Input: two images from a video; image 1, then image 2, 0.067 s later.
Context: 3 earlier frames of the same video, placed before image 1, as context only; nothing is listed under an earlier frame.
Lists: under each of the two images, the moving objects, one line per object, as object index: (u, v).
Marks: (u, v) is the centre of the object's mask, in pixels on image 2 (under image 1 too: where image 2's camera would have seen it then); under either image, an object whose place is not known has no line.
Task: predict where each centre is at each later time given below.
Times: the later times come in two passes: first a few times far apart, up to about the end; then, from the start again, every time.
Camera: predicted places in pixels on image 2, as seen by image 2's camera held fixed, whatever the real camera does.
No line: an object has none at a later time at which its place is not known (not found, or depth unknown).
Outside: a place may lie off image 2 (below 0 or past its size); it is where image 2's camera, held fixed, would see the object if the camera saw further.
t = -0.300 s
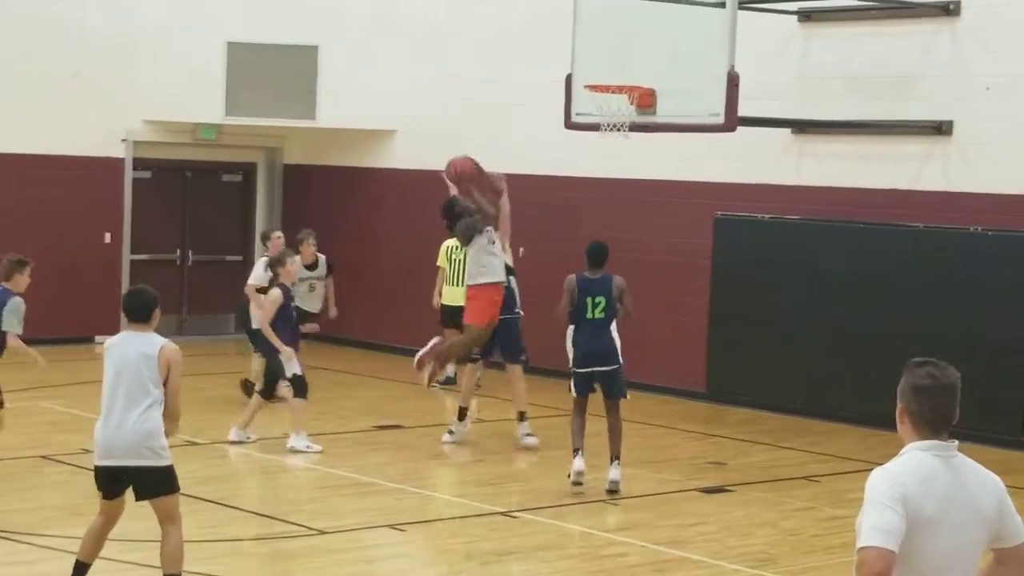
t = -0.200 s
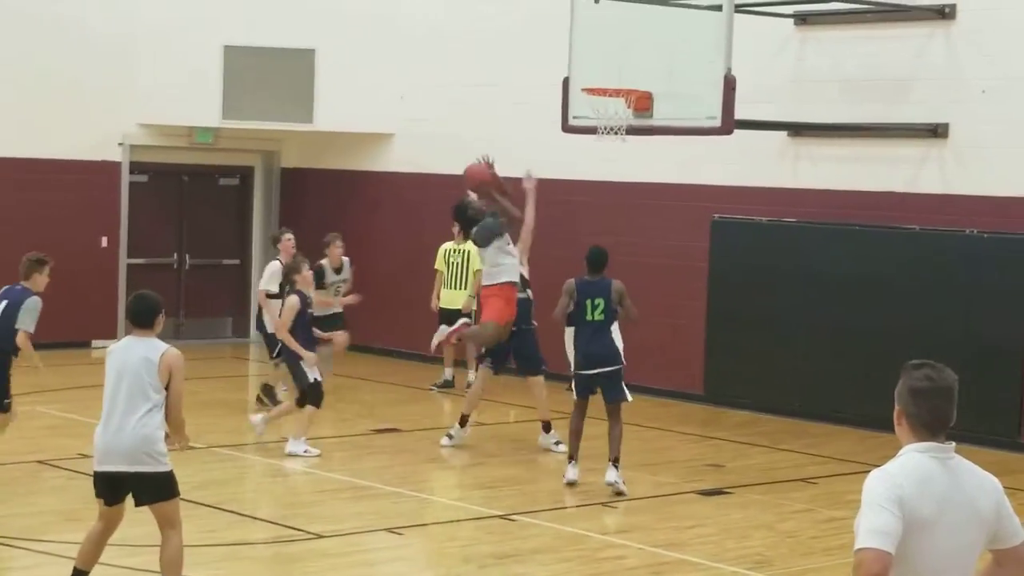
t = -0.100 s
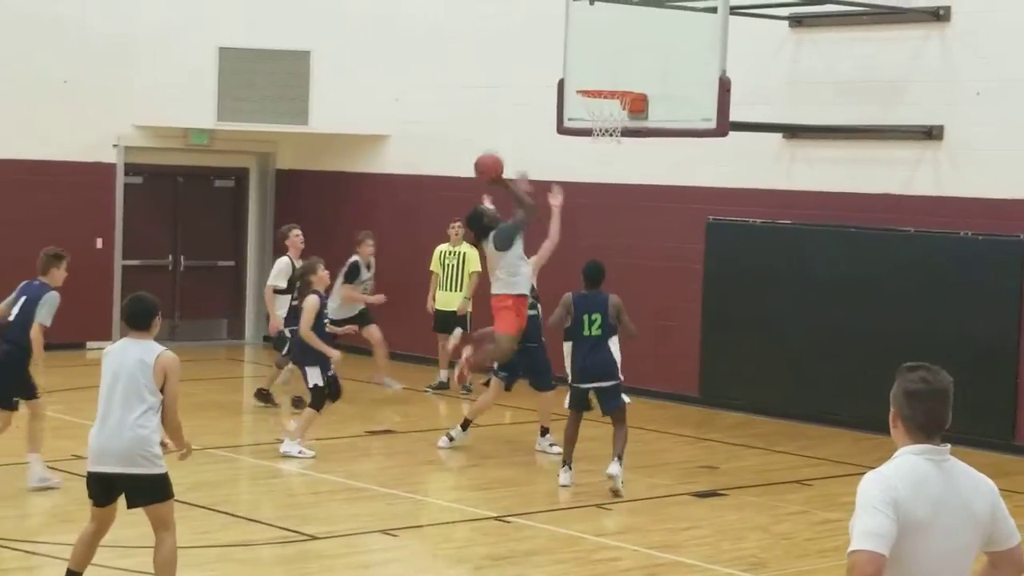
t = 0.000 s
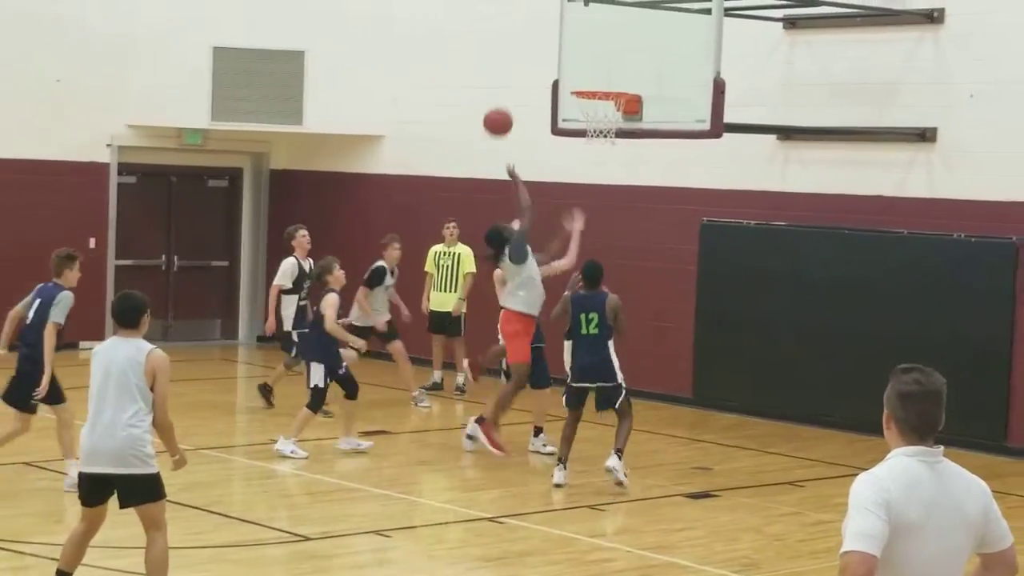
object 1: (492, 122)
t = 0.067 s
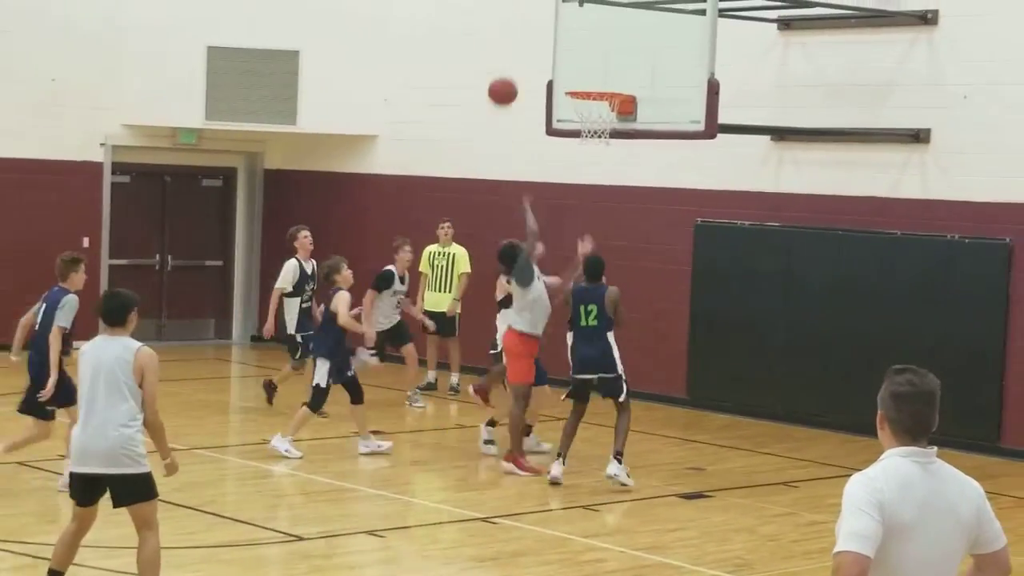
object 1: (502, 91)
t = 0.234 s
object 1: (527, 38)
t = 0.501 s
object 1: (561, 25)
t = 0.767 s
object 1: (588, 73)
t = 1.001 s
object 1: (607, 43)
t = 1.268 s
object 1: (626, 88)
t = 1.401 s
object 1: (634, 142)
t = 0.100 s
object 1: (508, 78)
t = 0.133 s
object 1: (512, 66)
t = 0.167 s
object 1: (517, 55)
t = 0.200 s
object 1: (522, 46)
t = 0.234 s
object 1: (527, 38)
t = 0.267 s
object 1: (531, 32)
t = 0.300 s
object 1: (536, 27)
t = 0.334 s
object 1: (540, 24)
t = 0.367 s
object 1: (544, 21)
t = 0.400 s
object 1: (549, 20)
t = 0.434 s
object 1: (553, 20)
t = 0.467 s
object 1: (557, 22)
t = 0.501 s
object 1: (561, 25)
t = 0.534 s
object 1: (564, 29)
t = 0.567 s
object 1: (568, 35)
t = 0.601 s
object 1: (572, 42)
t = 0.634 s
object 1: (575, 50)
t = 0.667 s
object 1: (579, 59)
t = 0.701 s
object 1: (582, 70)
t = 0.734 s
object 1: (585, 79)
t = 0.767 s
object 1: (588, 73)
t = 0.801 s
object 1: (591, 64)
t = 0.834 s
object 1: (594, 58)
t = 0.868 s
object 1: (597, 52)
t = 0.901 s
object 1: (600, 48)
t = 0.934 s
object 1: (602, 45)
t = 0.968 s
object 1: (605, 43)
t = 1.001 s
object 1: (607, 43)
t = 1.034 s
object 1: (610, 44)
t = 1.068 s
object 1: (612, 46)
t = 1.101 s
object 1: (615, 50)
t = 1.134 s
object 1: (617, 55)
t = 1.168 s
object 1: (619, 61)
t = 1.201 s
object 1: (622, 68)
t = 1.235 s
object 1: (624, 77)
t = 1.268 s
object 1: (626, 88)
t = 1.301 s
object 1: (628, 101)
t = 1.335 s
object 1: (629, 111)
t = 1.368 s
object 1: (631, 126)
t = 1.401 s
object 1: (634, 142)
